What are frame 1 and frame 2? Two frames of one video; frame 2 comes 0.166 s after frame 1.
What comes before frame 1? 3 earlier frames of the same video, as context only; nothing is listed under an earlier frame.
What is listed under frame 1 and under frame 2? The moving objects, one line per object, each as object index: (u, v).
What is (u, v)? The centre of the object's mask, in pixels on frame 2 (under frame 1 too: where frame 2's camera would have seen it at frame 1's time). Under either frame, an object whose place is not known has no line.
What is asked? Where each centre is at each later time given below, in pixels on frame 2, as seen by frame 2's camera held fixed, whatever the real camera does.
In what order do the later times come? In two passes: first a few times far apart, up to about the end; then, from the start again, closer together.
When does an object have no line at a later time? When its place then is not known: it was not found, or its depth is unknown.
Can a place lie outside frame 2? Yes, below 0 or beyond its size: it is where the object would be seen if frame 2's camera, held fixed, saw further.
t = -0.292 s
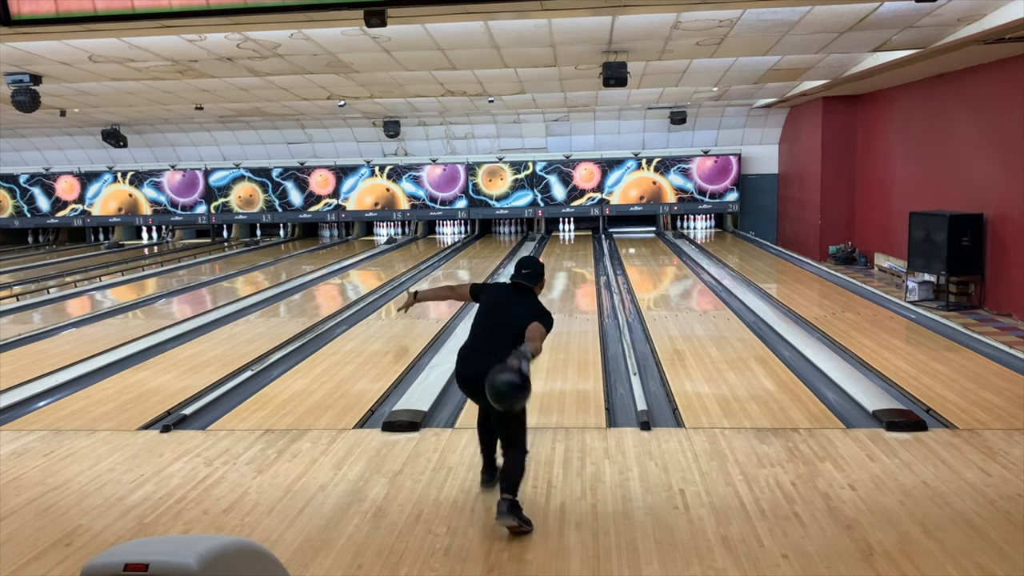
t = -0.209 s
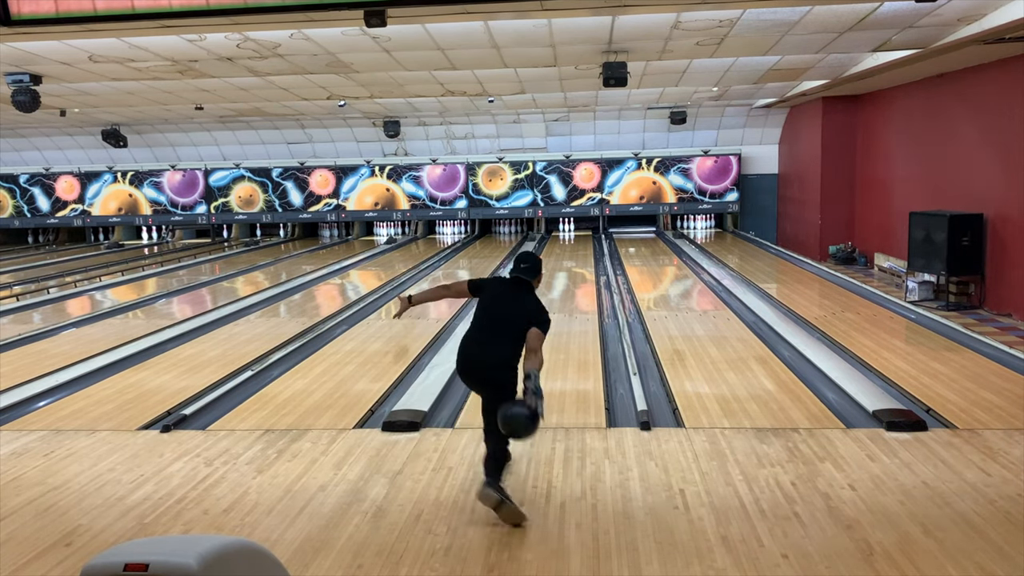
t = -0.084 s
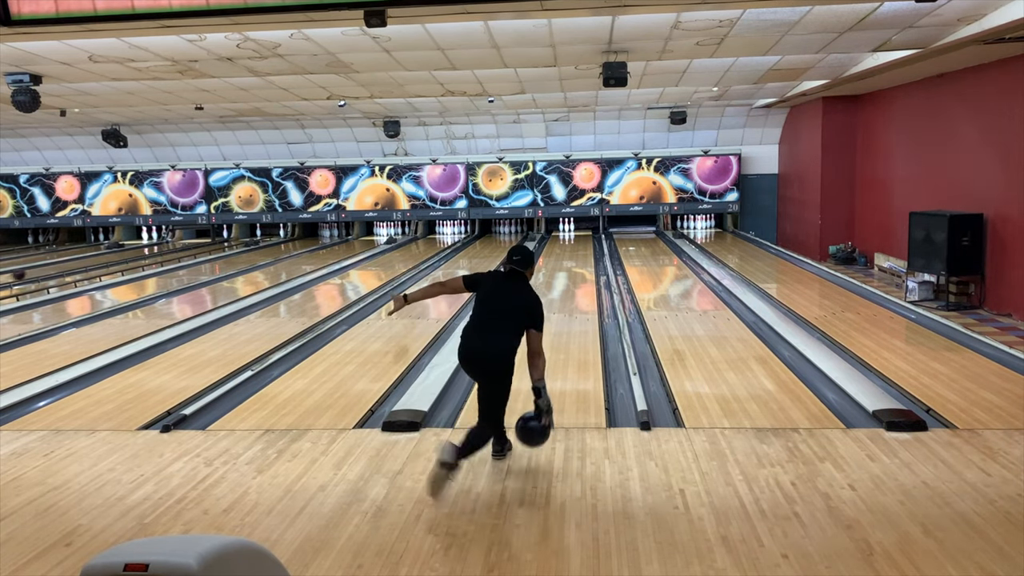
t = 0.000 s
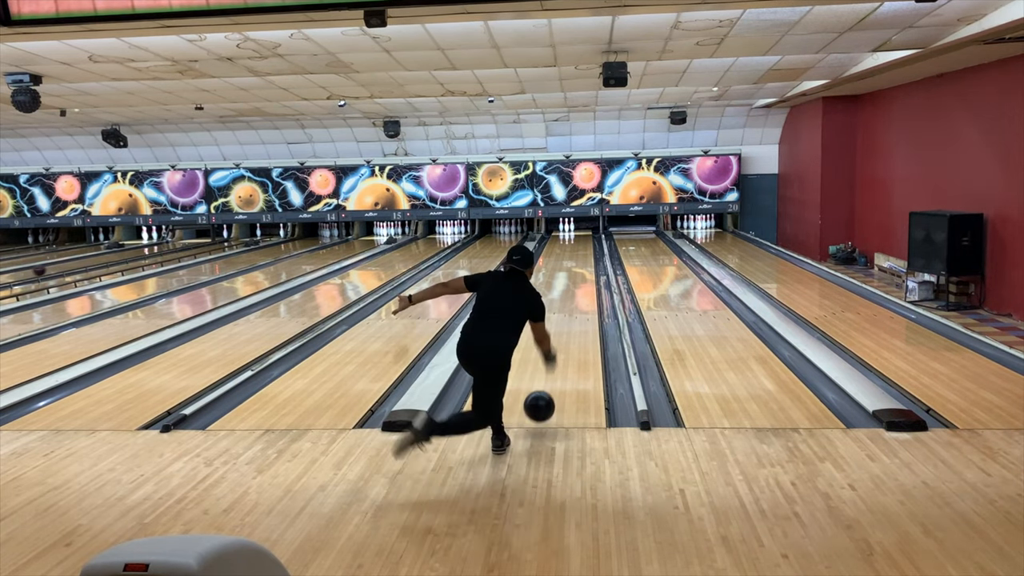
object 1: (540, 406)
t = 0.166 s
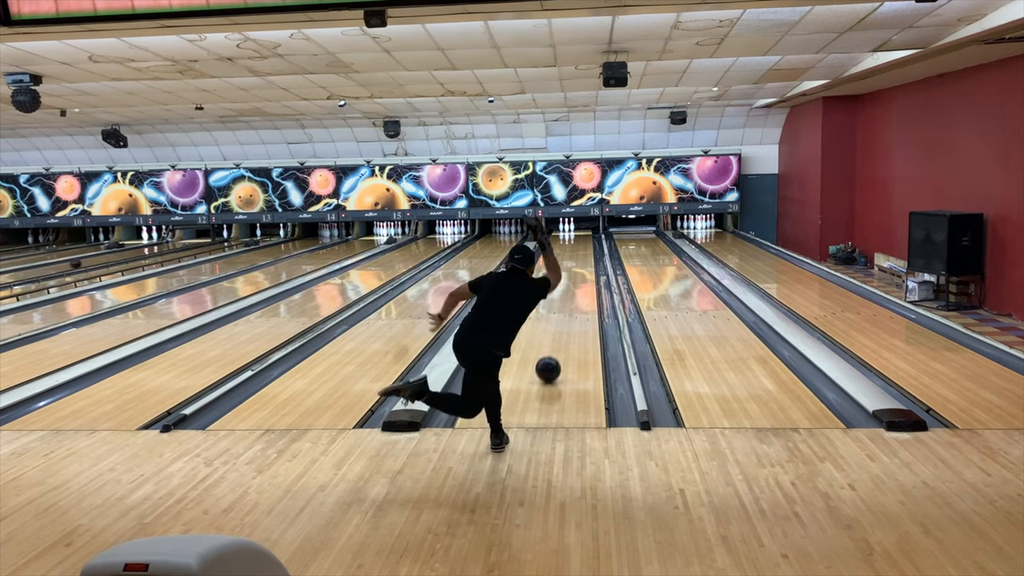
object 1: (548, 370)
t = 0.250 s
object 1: (551, 352)
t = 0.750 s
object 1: (562, 290)
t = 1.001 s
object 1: (565, 272)
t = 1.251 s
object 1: (567, 259)
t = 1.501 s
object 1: (568, 249)
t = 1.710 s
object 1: (568, 242)
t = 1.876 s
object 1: (568, 238)
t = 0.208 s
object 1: (550, 359)
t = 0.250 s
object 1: (551, 352)
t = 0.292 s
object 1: (553, 343)
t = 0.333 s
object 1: (554, 338)
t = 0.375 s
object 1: (555, 330)
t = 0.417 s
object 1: (556, 325)
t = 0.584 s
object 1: (560, 305)
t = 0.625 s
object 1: (560, 300)
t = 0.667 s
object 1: (561, 297)
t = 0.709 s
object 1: (562, 293)
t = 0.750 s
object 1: (562, 290)
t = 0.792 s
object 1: (563, 286)
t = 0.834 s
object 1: (563, 283)
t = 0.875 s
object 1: (564, 280)
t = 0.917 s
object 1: (564, 278)
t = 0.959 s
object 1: (565, 275)
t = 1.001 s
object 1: (565, 272)
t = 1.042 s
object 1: (565, 270)
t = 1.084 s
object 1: (566, 268)
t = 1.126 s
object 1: (566, 265)
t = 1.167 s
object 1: (566, 263)
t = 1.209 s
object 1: (567, 261)
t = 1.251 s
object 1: (567, 259)
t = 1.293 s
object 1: (567, 257)
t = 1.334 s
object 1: (567, 256)
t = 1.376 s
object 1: (568, 254)
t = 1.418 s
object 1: (568, 252)
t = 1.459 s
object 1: (568, 250)
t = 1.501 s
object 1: (568, 249)
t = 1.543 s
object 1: (568, 248)
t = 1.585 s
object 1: (568, 246)
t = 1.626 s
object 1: (568, 244)
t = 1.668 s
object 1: (568, 243)
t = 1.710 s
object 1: (568, 242)
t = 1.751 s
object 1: (568, 241)
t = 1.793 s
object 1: (568, 239)
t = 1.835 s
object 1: (568, 239)
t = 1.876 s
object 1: (568, 238)
